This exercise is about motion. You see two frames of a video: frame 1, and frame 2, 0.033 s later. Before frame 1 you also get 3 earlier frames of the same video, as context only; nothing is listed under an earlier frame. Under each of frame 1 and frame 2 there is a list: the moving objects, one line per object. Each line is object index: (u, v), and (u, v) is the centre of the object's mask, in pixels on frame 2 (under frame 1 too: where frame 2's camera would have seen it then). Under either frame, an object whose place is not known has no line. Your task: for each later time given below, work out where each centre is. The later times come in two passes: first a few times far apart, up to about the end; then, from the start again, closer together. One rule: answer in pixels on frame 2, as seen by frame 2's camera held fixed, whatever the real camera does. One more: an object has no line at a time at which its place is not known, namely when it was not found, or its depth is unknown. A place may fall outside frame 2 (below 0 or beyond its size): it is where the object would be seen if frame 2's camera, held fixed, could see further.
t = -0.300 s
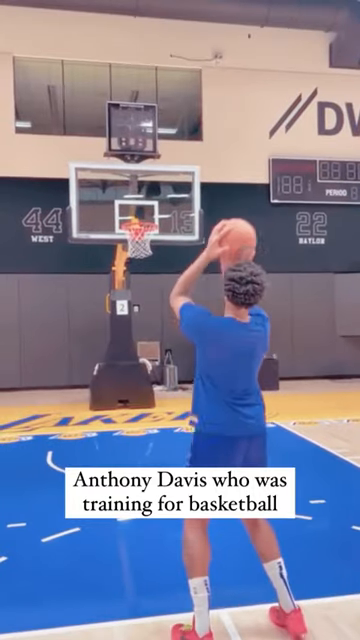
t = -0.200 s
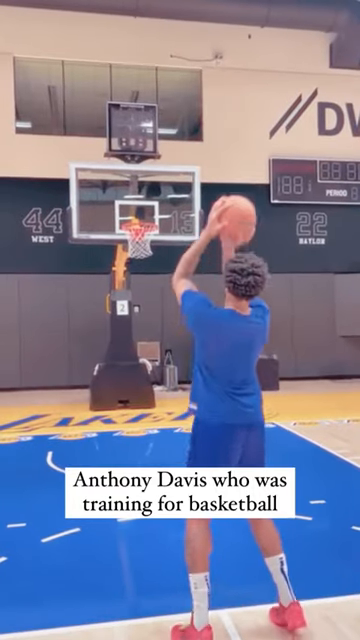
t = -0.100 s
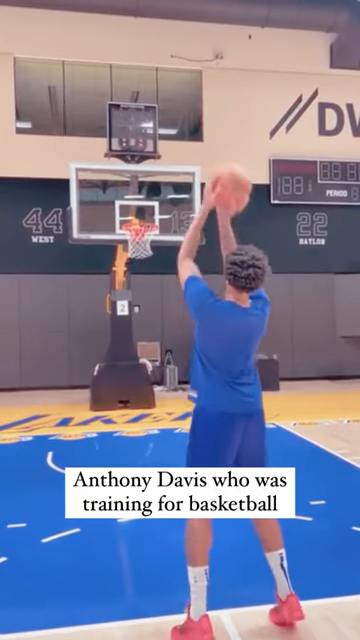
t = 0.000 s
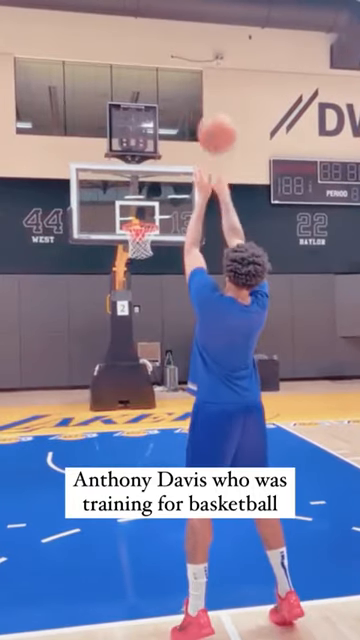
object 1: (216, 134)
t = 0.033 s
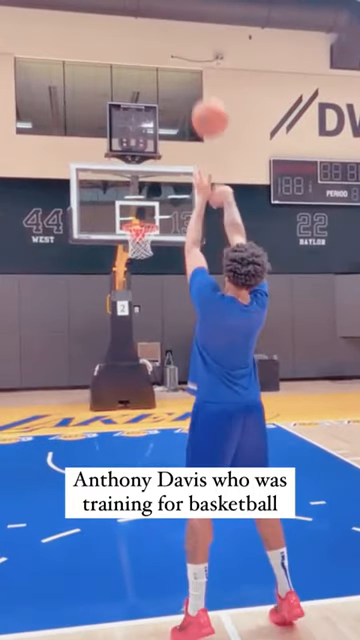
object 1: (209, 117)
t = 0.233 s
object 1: (181, 74)
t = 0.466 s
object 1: (159, 87)
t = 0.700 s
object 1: (145, 142)
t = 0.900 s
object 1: (138, 210)
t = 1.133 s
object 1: (135, 273)
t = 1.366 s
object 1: (134, 353)
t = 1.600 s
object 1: (137, 427)
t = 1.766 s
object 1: (141, 373)
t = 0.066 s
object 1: (203, 105)
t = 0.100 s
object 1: (198, 95)
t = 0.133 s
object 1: (193, 87)
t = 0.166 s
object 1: (189, 81)
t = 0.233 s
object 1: (181, 74)
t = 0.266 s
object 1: (177, 73)
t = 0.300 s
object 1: (172, 72)
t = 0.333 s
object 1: (170, 73)
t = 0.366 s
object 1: (166, 77)
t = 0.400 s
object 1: (164, 78)
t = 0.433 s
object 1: (162, 82)
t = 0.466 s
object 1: (159, 87)
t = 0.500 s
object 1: (156, 92)
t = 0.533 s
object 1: (155, 99)
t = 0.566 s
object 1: (153, 107)
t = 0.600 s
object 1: (151, 115)
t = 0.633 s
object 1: (149, 123)
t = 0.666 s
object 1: (147, 132)
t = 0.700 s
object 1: (145, 142)
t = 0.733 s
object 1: (143, 153)
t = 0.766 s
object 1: (143, 162)
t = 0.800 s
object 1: (140, 176)
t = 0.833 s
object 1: (140, 185)
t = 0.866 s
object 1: (139, 195)
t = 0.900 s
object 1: (138, 210)
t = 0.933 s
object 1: (138, 216)
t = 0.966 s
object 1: (135, 227)
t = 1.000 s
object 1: (137, 247)
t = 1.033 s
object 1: (137, 245)
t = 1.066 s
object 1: (136, 257)
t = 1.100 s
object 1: (136, 264)
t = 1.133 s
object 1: (135, 273)
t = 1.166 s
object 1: (136, 281)
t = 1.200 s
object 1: (136, 292)
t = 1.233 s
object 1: (136, 302)
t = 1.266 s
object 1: (136, 314)
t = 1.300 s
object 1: (136, 326)
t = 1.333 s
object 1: (135, 339)
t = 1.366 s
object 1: (134, 353)
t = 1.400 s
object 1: (136, 368)
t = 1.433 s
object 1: (136, 383)
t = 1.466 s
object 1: (136, 397)
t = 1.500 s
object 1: (136, 414)
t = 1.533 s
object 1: (136, 433)
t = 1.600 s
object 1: (137, 427)
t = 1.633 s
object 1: (137, 412)
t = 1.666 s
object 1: (138, 401)
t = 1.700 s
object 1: (138, 392)
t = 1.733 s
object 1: (140, 382)
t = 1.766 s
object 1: (141, 373)
